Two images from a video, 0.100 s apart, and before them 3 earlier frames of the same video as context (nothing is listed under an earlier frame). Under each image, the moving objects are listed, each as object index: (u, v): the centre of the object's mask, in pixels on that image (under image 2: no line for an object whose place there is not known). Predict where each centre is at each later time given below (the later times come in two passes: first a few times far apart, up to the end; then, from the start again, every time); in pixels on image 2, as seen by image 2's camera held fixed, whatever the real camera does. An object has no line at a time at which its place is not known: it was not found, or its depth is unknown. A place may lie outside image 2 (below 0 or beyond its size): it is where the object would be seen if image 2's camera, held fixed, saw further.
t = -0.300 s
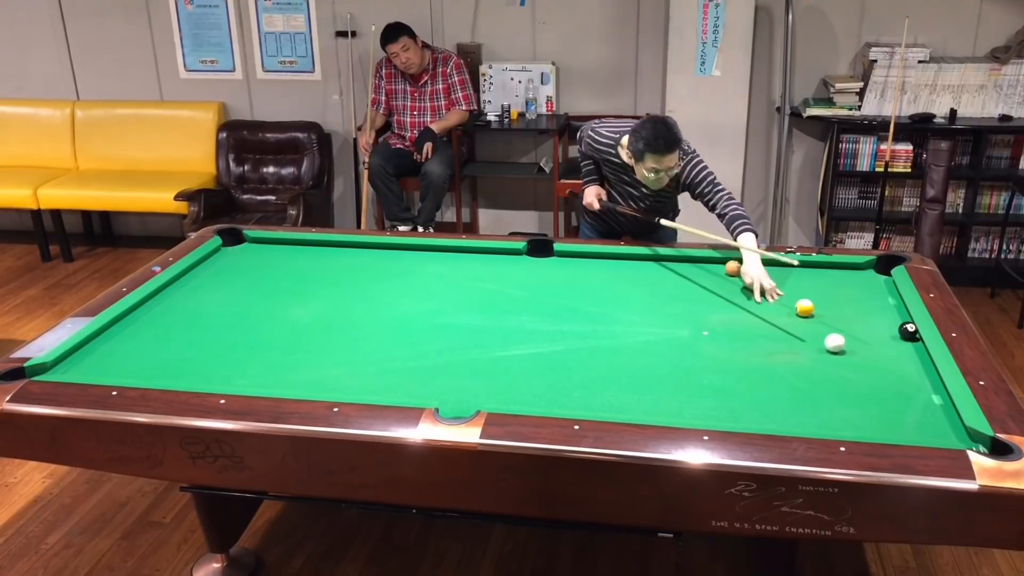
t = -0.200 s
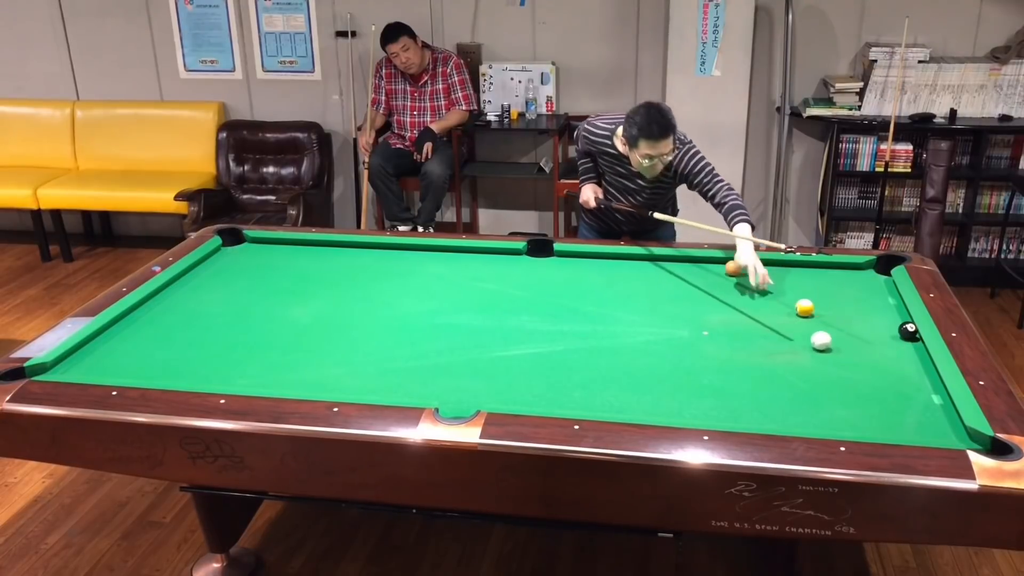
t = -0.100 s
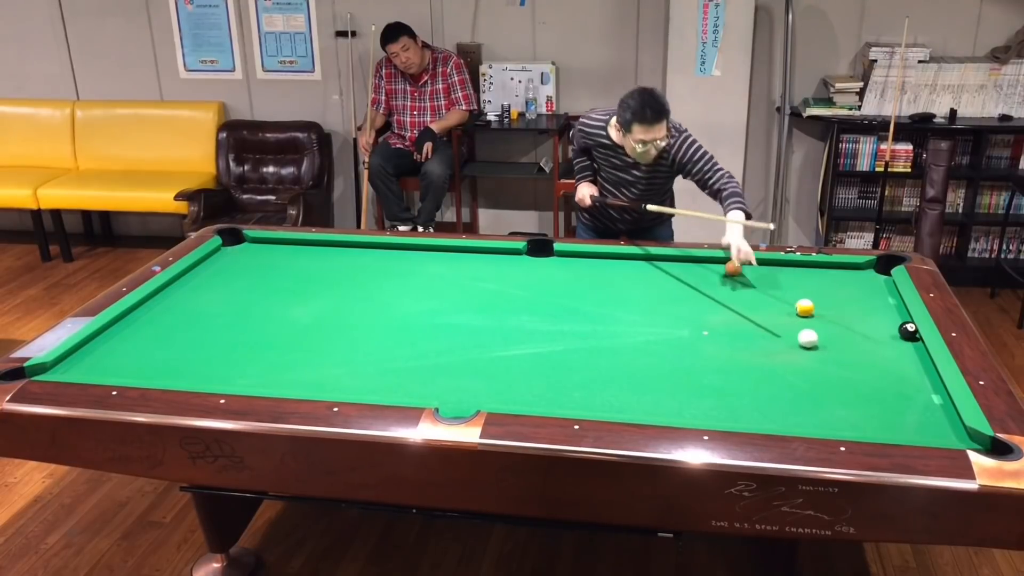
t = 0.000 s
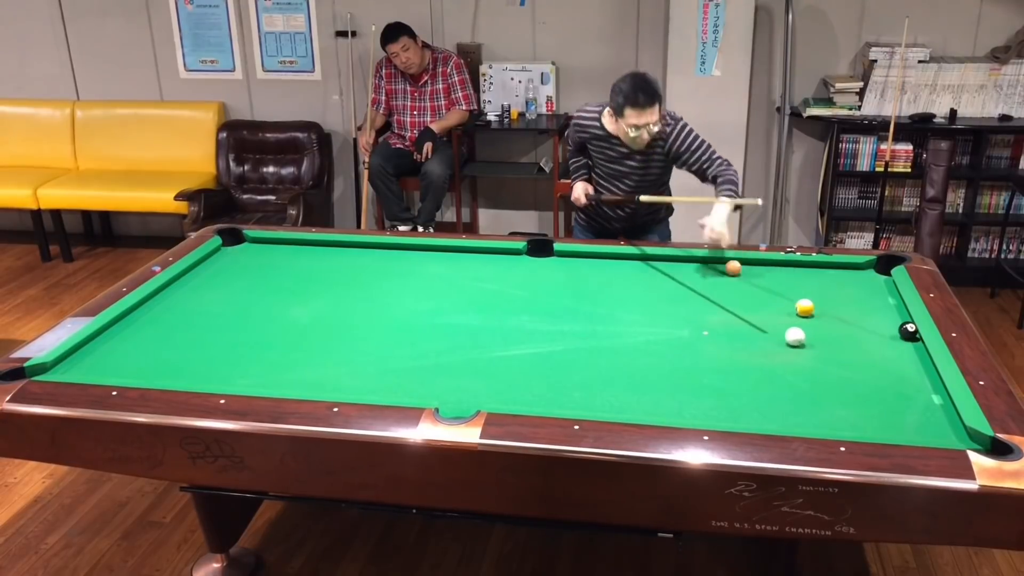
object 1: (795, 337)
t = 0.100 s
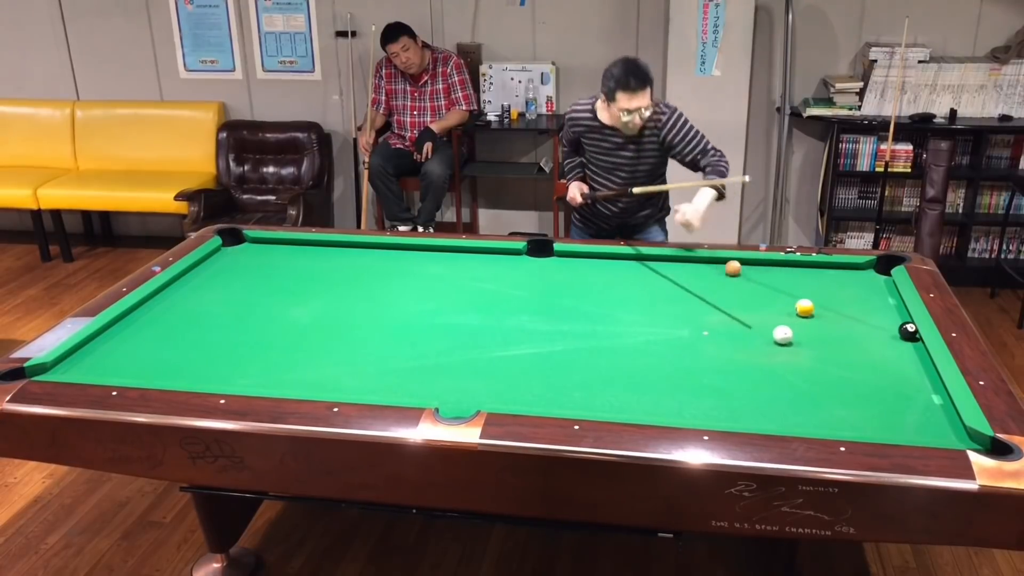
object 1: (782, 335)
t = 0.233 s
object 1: (767, 333)
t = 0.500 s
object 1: (737, 328)
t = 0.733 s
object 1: (714, 324)
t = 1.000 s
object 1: (690, 320)
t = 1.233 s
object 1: (671, 317)
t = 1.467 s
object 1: (654, 314)
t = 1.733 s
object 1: (636, 312)
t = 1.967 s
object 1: (623, 309)
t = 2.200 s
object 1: (611, 307)
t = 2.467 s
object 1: (599, 305)
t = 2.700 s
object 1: (590, 303)
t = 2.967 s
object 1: (582, 301)
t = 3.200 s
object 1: (577, 300)
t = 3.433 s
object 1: (572, 298)
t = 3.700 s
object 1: (569, 297)
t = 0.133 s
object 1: (779, 334)
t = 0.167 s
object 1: (774, 334)
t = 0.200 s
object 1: (770, 333)
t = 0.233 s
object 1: (767, 333)
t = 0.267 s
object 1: (763, 332)
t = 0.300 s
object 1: (759, 332)
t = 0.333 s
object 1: (755, 331)
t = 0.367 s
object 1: (752, 330)
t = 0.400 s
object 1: (748, 330)
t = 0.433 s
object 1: (745, 329)
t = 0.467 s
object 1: (741, 329)
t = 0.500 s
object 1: (737, 328)
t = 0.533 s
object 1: (734, 328)
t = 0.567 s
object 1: (731, 327)
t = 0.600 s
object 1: (727, 326)
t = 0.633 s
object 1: (724, 326)
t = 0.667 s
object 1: (721, 325)
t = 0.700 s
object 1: (717, 325)
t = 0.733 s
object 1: (714, 324)
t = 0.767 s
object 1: (711, 324)
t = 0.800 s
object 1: (708, 323)
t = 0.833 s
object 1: (705, 323)
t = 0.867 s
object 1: (702, 322)
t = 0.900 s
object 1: (699, 322)
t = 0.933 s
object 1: (696, 321)
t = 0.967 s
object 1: (693, 321)
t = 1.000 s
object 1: (690, 320)
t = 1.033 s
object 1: (687, 320)
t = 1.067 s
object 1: (684, 319)
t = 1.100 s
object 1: (682, 319)
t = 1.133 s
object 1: (679, 319)
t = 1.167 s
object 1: (676, 318)
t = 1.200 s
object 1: (674, 318)
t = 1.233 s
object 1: (671, 317)
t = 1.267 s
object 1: (668, 317)
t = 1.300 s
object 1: (666, 316)
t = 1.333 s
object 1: (663, 316)
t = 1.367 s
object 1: (661, 315)
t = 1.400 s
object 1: (658, 315)
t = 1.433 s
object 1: (656, 315)
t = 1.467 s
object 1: (654, 314)
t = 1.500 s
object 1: (652, 314)
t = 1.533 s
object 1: (649, 314)
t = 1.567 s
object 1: (647, 313)
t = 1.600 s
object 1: (645, 313)
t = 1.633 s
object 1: (642, 313)
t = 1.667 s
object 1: (640, 312)
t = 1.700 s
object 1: (638, 312)
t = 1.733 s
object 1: (636, 312)
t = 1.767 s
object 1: (634, 311)
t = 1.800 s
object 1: (632, 311)
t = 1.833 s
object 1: (630, 310)
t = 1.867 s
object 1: (628, 310)
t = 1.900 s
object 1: (626, 310)
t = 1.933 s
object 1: (624, 309)
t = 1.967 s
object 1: (623, 309)
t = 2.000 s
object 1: (621, 309)
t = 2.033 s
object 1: (619, 309)
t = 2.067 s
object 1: (617, 308)
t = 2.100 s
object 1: (615, 308)
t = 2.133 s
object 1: (614, 308)
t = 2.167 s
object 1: (612, 307)
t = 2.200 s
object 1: (611, 307)
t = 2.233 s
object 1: (609, 307)
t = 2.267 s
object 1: (607, 307)
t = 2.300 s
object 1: (606, 306)
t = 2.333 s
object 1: (605, 306)
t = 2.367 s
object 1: (603, 306)
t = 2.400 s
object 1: (602, 305)
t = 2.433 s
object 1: (600, 305)
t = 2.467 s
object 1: (599, 305)
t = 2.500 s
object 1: (598, 304)
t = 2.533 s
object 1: (596, 304)
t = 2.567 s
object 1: (595, 304)
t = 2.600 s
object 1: (594, 304)
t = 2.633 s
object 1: (593, 303)
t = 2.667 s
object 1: (591, 303)
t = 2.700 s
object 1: (590, 303)
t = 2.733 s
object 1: (589, 303)
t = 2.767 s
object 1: (588, 302)
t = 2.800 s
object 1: (587, 302)
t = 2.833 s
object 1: (586, 302)
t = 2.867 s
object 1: (585, 302)
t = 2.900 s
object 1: (584, 301)
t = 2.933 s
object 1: (583, 301)
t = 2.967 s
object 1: (582, 301)
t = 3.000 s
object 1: (581, 301)
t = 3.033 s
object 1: (581, 300)
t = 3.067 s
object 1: (580, 300)
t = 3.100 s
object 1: (579, 300)
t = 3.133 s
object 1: (578, 300)
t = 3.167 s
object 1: (577, 300)
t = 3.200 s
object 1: (577, 300)
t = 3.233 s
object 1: (576, 299)
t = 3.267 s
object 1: (575, 299)
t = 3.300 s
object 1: (575, 299)
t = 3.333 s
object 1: (574, 299)
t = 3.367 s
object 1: (573, 299)
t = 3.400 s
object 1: (573, 298)
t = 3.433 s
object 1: (572, 298)
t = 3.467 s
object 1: (572, 298)
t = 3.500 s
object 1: (571, 298)
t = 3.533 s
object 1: (571, 298)
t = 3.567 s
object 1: (570, 298)
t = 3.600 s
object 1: (570, 297)
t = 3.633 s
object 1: (569, 297)
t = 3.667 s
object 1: (569, 297)
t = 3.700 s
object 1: (569, 297)
